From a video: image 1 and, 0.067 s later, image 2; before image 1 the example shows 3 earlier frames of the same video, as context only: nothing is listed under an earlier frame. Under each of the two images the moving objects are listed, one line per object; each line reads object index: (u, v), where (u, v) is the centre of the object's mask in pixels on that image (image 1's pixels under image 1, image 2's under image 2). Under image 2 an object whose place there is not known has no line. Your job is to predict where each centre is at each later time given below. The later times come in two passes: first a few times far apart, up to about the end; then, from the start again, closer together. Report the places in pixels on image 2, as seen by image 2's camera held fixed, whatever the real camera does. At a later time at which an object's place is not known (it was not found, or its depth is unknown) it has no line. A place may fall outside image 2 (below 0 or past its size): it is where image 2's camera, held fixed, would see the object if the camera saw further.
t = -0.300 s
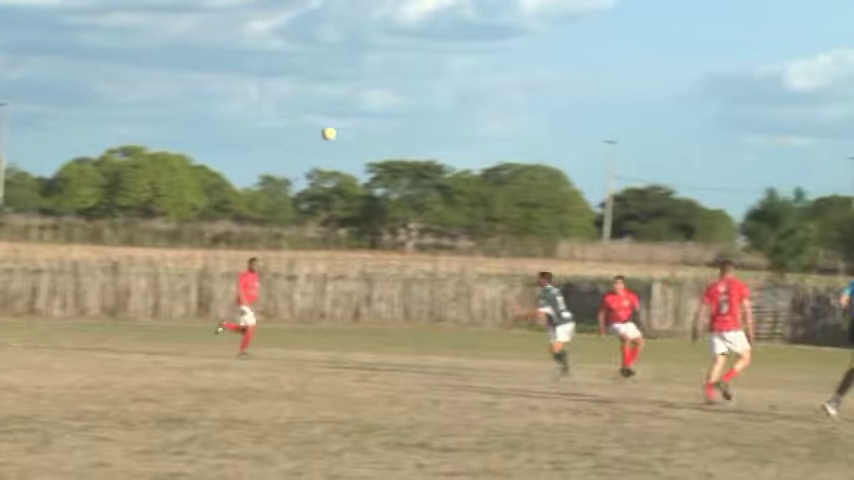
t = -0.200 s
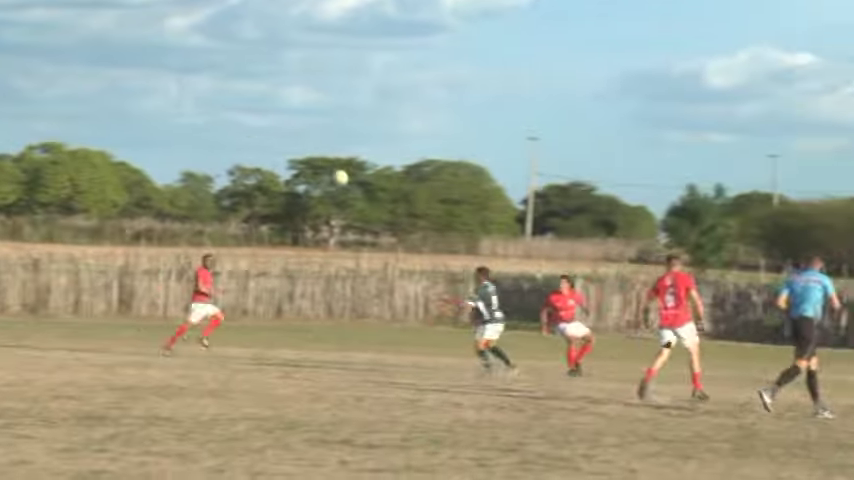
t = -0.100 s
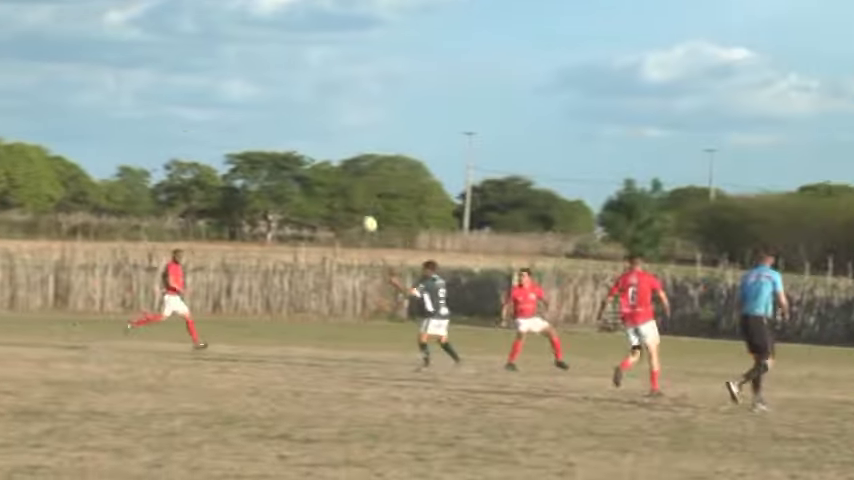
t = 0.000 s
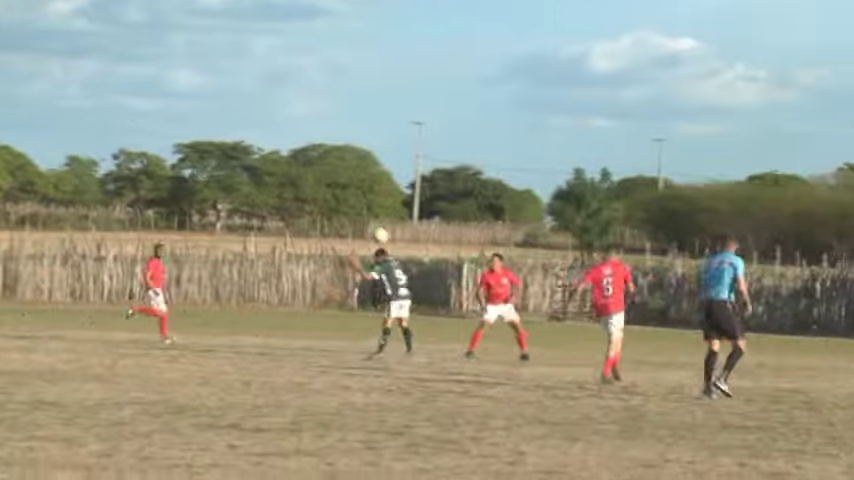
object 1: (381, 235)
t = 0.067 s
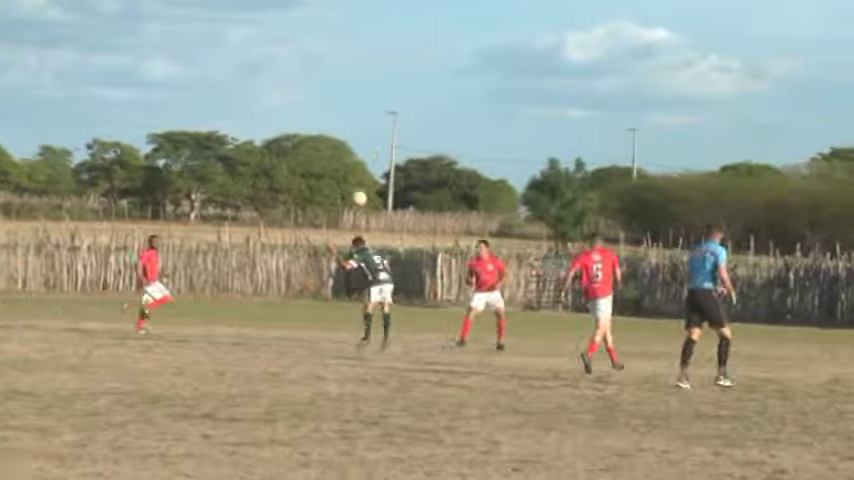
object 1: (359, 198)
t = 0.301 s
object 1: (375, 133)
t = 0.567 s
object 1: (395, 108)
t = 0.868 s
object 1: (422, 137)
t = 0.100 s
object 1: (362, 186)
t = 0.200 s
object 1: (368, 155)
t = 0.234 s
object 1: (370, 147)
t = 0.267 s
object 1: (372, 140)
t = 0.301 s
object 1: (375, 133)
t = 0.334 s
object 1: (377, 127)
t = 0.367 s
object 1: (379, 122)
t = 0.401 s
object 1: (382, 118)
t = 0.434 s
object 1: (385, 114)
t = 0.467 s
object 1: (387, 112)
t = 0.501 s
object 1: (390, 110)
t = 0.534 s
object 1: (393, 109)
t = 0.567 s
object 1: (395, 108)
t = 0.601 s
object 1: (398, 109)
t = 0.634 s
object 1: (401, 110)
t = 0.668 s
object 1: (404, 111)
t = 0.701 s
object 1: (407, 114)
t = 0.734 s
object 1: (410, 117)
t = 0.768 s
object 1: (413, 121)
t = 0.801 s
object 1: (416, 125)
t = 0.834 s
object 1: (419, 130)
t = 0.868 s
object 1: (422, 137)
